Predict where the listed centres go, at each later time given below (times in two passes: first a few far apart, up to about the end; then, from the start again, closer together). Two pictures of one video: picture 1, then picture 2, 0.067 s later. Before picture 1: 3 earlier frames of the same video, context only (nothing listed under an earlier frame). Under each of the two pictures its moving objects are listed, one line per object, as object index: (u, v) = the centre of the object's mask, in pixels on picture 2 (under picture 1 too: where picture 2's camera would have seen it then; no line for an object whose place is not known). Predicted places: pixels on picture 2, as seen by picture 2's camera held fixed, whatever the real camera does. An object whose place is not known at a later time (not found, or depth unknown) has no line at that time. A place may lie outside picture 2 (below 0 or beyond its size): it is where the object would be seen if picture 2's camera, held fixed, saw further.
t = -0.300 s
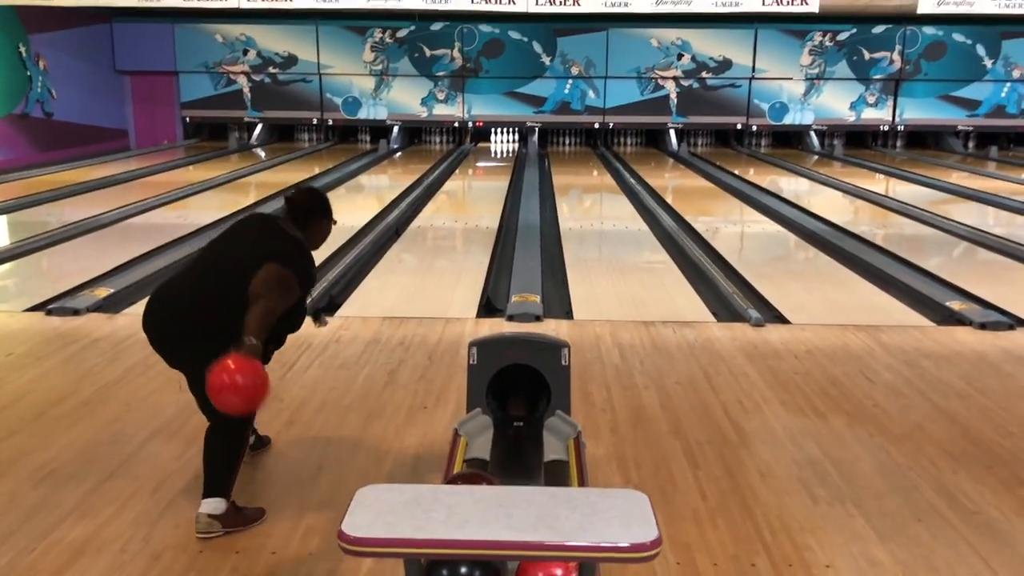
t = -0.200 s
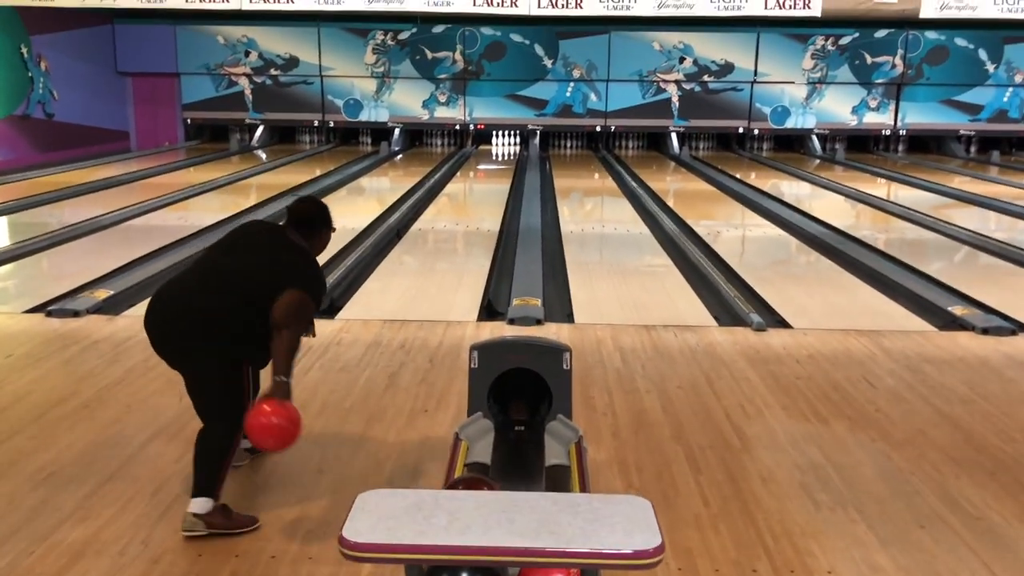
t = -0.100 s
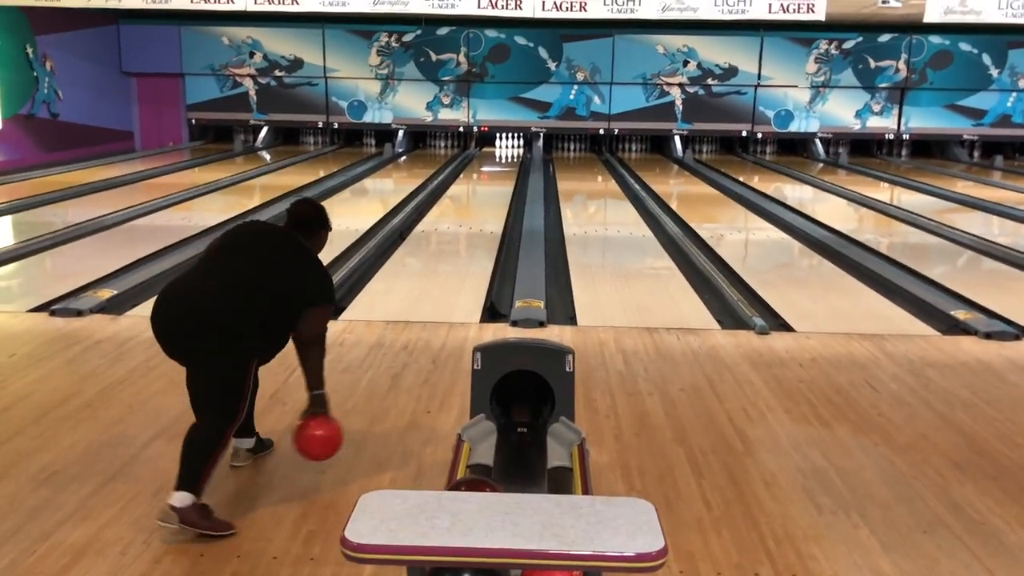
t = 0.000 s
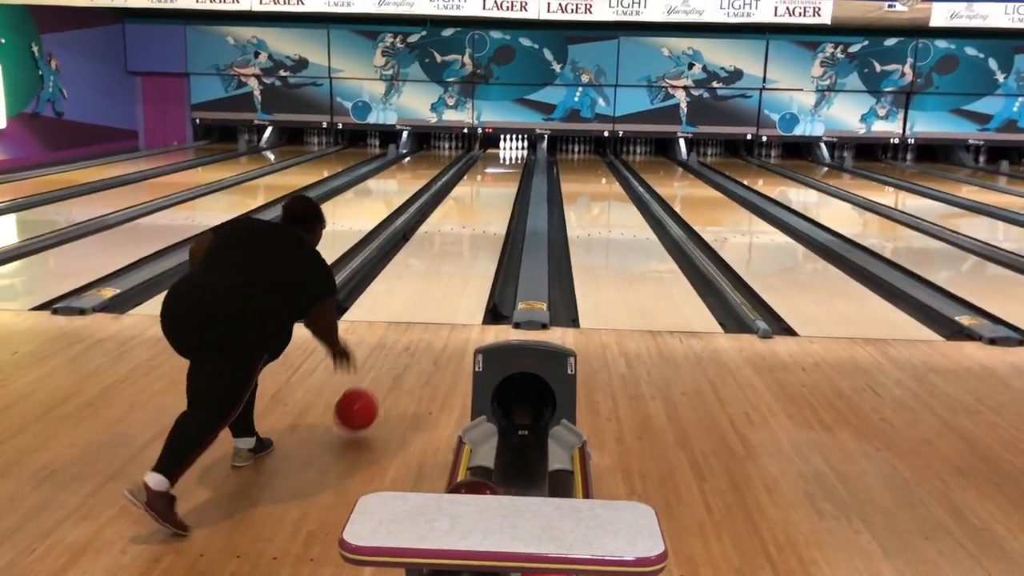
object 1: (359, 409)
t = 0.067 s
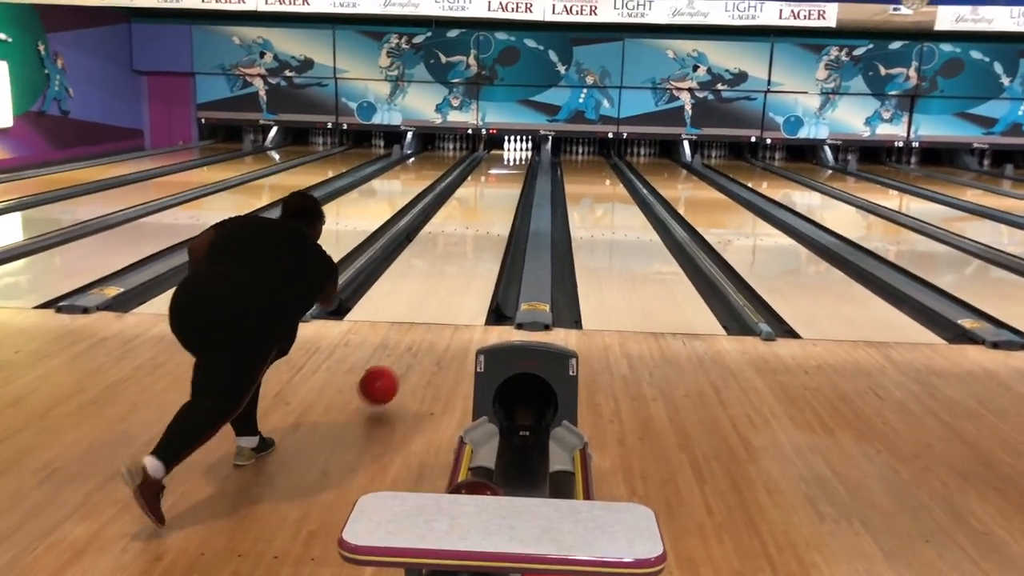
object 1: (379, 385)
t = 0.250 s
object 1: (420, 343)
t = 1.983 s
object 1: (498, 195)
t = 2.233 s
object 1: (498, 186)
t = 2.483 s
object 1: (498, 181)
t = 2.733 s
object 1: (498, 174)
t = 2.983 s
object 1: (498, 168)
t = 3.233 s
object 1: (498, 164)
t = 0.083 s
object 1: (383, 381)
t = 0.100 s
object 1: (387, 377)
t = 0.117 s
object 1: (391, 374)
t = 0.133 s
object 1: (395, 371)
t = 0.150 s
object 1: (399, 366)
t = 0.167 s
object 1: (403, 362)
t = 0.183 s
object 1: (407, 358)
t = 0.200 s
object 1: (410, 354)
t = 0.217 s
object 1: (413, 350)
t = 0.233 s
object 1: (417, 346)
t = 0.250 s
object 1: (420, 343)
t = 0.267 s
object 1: (423, 339)
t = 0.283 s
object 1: (426, 336)
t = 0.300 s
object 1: (428, 332)
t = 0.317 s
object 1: (431, 329)
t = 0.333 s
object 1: (434, 326)
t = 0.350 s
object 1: (436, 323)
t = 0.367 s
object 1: (439, 320)
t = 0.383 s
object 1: (441, 317)
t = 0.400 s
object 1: (444, 315)
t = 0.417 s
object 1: (446, 312)
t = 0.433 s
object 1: (448, 309)
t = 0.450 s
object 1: (450, 305)
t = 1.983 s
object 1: (498, 195)
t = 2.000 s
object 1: (499, 194)
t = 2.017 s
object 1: (498, 193)
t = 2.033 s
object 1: (498, 193)
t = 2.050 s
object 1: (498, 193)
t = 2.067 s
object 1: (498, 192)
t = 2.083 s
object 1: (498, 191)
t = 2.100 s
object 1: (498, 191)
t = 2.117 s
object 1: (498, 190)
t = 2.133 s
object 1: (498, 190)
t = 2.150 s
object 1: (498, 189)
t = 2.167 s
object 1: (498, 189)
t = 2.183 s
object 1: (498, 188)
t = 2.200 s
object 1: (498, 188)
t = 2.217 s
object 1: (498, 188)
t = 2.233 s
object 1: (498, 186)
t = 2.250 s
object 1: (498, 186)
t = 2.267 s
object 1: (498, 186)
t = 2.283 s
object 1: (498, 186)
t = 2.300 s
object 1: (498, 185)
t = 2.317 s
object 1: (498, 184)
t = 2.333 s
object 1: (498, 184)
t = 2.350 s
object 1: (498, 183)
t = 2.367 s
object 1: (498, 183)
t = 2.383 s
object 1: (498, 183)
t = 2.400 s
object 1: (498, 182)
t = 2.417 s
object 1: (498, 182)
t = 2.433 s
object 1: (498, 182)
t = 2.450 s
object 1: (498, 181)
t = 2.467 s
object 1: (498, 181)
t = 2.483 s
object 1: (498, 181)
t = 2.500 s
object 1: (498, 180)
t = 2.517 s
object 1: (498, 179)
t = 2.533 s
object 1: (498, 179)
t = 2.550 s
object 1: (498, 179)
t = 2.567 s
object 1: (498, 178)
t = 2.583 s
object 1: (498, 178)
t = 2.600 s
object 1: (498, 178)
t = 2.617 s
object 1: (498, 177)
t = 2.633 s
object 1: (498, 177)
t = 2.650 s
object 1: (498, 176)
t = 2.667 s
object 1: (498, 175)
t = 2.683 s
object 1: (498, 175)
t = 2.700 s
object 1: (498, 175)
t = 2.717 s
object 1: (498, 174)
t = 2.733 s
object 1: (498, 174)
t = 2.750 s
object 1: (498, 173)
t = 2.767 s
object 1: (498, 173)
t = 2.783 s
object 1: (498, 173)
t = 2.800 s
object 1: (498, 173)
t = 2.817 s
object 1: (498, 173)
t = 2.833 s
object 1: (498, 172)
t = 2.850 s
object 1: (498, 172)
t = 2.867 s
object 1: (498, 172)
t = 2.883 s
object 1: (498, 171)
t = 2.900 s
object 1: (498, 171)
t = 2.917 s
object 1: (498, 171)
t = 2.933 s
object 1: (498, 170)
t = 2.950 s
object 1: (498, 169)
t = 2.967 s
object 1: (498, 169)
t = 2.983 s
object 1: (498, 168)
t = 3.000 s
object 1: (498, 168)
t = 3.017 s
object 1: (498, 168)
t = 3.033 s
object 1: (498, 167)
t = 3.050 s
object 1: (498, 167)
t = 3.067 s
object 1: (498, 167)
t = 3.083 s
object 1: (498, 167)
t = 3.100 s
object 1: (498, 166)
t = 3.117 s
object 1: (498, 166)
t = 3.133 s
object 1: (498, 166)
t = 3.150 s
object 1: (498, 166)
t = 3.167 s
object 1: (498, 165)
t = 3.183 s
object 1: (498, 164)
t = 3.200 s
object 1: (498, 164)
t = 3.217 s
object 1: (498, 164)
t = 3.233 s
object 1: (498, 164)
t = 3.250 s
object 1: (498, 164)
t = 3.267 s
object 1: (498, 163)
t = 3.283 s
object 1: (498, 163)
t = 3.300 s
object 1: (498, 163)
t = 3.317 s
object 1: (498, 163)
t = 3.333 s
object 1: (498, 162)
